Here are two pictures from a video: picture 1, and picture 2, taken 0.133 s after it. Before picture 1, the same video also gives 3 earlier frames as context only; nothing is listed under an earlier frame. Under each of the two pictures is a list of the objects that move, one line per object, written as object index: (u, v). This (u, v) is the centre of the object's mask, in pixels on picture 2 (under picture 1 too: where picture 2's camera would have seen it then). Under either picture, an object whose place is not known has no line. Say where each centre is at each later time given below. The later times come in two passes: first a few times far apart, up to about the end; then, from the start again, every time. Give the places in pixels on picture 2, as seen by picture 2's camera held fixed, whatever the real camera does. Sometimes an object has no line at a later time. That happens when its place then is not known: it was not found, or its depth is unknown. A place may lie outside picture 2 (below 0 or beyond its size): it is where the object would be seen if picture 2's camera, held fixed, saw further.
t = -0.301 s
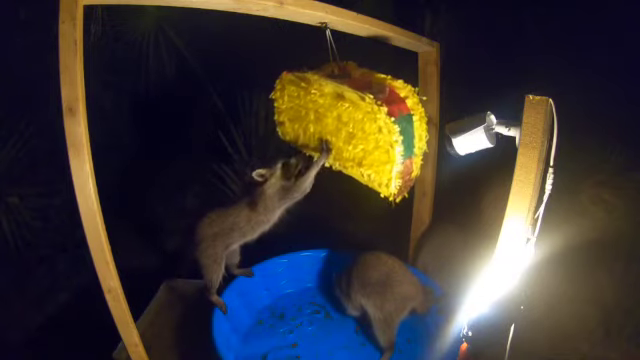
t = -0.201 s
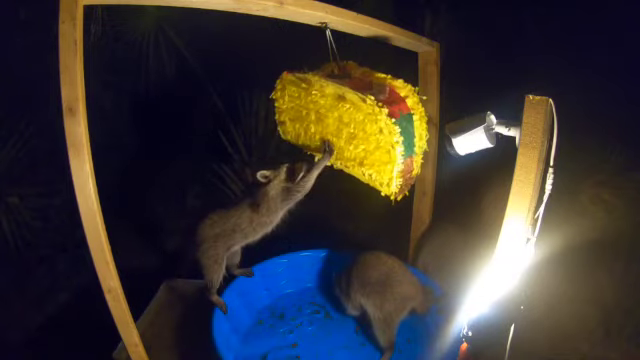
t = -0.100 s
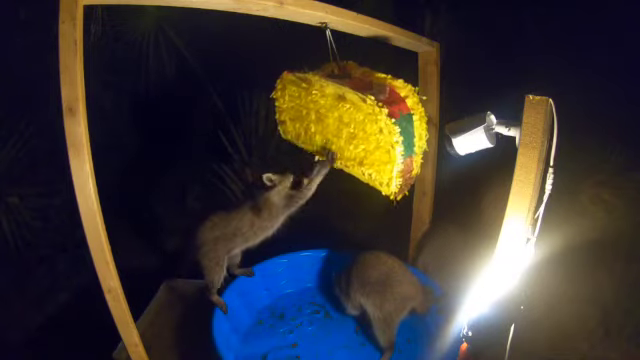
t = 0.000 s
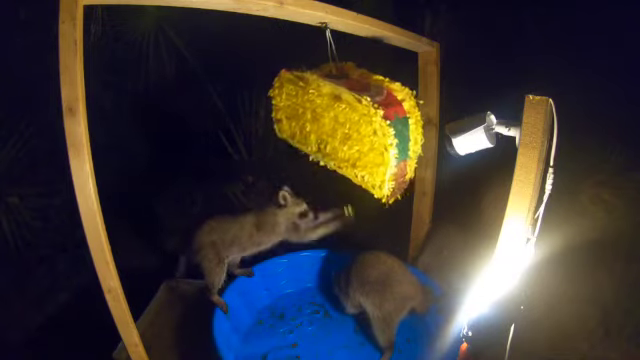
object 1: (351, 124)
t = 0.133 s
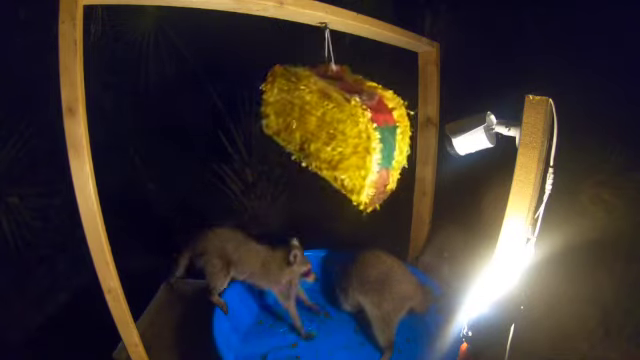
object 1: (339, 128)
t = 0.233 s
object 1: (327, 130)
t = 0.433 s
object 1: (312, 130)
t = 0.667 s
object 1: (321, 130)
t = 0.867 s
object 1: (341, 127)
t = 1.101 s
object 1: (352, 123)
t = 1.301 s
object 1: (341, 126)
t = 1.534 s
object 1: (315, 128)
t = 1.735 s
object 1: (306, 126)
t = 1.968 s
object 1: (320, 126)
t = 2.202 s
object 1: (338, 123)
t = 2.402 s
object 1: (339, 124)
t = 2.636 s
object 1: (319, 126)
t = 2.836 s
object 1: (302, 123)
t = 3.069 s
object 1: (302, 122)
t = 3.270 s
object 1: (318, 124)
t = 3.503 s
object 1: (335, 124)
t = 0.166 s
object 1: (335, 129)
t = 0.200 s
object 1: (332, 129)
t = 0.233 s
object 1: (327, 130)
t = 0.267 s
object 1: (324, 130)
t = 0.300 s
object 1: (321, 130)
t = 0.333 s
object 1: (318, 130)
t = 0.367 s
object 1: (315, 130)
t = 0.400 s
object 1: (313, 130)
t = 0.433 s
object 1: (312, 130)
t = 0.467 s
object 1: (311, 129)
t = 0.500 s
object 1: (311, 129)
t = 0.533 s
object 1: (312, 129)
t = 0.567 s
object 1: (313, 129)
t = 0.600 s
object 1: (315, 130)
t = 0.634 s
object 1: (317, 130)
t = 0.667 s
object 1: (321, 130)
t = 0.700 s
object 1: (324, 129)
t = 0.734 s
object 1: (327, 129)
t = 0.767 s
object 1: (330, 129)
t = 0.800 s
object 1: (334, 128)
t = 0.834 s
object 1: (337, 128)
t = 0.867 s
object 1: (341, 127)
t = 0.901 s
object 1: (344, 126)
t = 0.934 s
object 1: (347, 125)
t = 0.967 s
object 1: (349, 124)
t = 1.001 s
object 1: (350, 123)
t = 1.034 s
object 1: (351, 123)
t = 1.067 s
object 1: (352, 123)
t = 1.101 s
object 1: (352, 123)
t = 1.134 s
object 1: (352, 123)
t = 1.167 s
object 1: (351, 123)
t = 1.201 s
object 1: (349, 124)
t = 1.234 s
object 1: (347, 125)
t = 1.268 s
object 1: (344, 125)
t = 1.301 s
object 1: (341, 126)
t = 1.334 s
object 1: (337, 127)
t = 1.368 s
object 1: (334, 128)
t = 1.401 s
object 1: (330, 128)
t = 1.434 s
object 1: (326, 128)
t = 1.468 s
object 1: (322, 128)
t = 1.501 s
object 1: (318, 128)
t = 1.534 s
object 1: (315, 128)
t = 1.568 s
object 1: (312, 128)
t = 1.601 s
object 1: (310, 127)
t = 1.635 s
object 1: (308, 127)
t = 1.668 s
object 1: (307, 127)
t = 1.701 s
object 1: (306, 127)
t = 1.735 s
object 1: (306, 126)
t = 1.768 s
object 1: (306, 126)
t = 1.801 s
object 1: (307, 126)
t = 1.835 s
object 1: (309, 126)
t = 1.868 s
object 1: (311, 127)
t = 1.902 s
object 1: (314, 126)
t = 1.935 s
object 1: (317, 126)
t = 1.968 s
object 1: (320, 126)
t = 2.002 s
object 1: (323, 126)
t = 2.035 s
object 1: (326, 126)
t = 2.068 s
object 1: (329, 125)
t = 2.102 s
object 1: (332, 124)
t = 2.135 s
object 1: (334, 124)
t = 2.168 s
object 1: (337, 123)
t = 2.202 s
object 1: (338, 123)
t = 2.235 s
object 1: (340, 123)
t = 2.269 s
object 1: (341, 123)
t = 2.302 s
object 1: (341, 123)
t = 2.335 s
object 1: (341, 123)
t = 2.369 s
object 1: (340, 123)
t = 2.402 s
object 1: (339, 124)
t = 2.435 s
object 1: (337, 125)
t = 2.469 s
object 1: (335, 126)
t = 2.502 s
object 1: (332, 126)
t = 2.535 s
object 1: (329, 126)
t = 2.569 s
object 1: (326, 127)
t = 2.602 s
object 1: (323, 126)
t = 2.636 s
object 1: (319, 126)
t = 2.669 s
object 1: (316, 126)
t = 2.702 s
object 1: (312, 125)
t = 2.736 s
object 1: (309, 124)
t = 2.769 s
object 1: (306, 124)
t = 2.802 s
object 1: (304, 123)
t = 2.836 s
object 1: (302, 123)
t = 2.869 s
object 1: (300, 122)
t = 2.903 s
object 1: (299, 122)
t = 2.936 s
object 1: (298, 122)
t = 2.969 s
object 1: (298, 122)
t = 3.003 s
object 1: (299, 122)
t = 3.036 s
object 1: (300, 122)
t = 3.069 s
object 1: (302, 122)
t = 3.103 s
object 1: (304, 123)
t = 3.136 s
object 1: (306, 123)
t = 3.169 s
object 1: (309, 124)
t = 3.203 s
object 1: (312, 124)
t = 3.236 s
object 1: (315, 124)
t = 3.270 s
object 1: (318, 124)
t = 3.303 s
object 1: (321, 125)
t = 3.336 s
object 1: (324, 125)
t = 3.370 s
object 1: (327, 125)
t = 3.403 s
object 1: (330, 125)
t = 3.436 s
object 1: (332, 124)
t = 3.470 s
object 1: (334, 124)
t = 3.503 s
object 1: (335, 124)
